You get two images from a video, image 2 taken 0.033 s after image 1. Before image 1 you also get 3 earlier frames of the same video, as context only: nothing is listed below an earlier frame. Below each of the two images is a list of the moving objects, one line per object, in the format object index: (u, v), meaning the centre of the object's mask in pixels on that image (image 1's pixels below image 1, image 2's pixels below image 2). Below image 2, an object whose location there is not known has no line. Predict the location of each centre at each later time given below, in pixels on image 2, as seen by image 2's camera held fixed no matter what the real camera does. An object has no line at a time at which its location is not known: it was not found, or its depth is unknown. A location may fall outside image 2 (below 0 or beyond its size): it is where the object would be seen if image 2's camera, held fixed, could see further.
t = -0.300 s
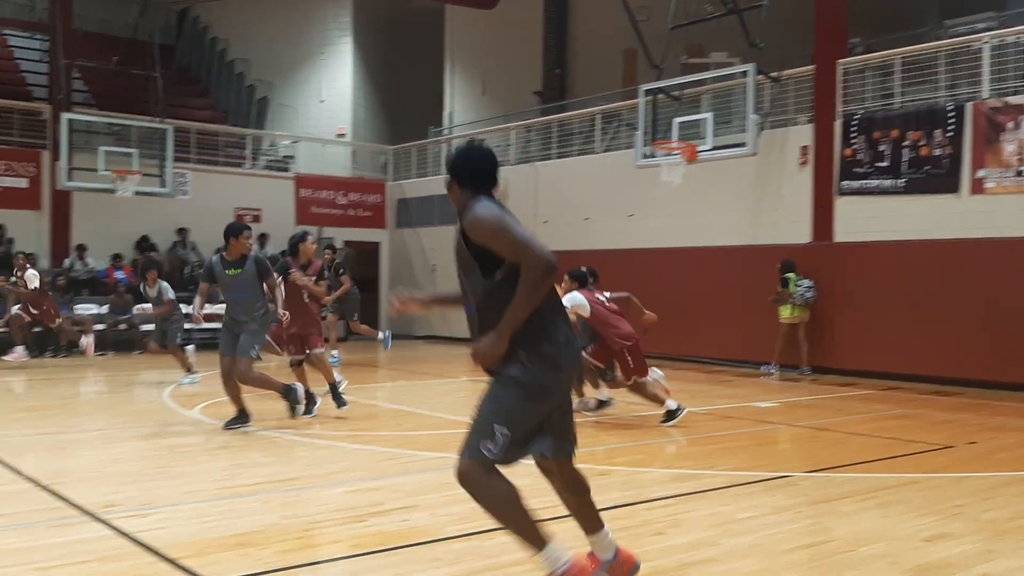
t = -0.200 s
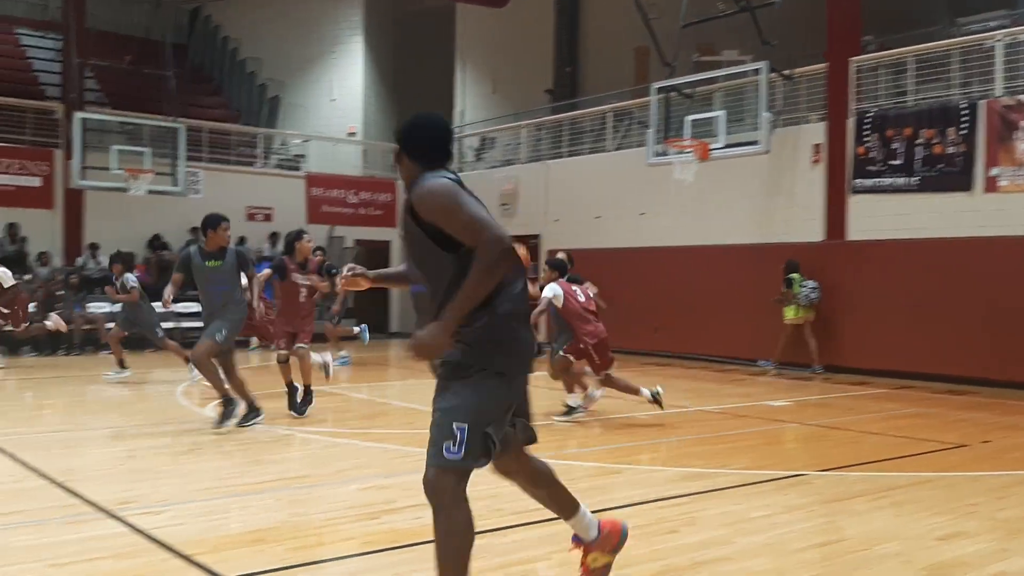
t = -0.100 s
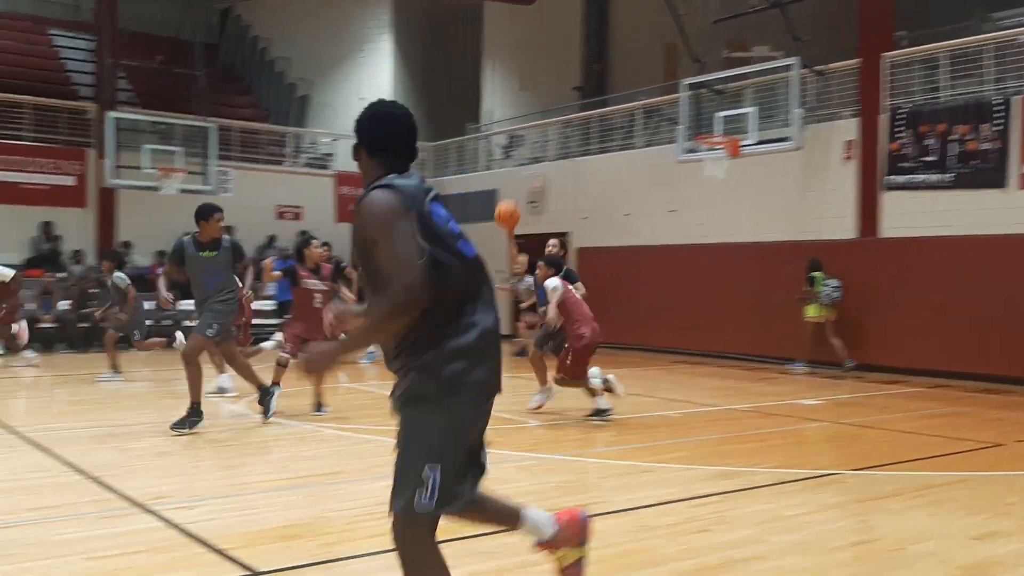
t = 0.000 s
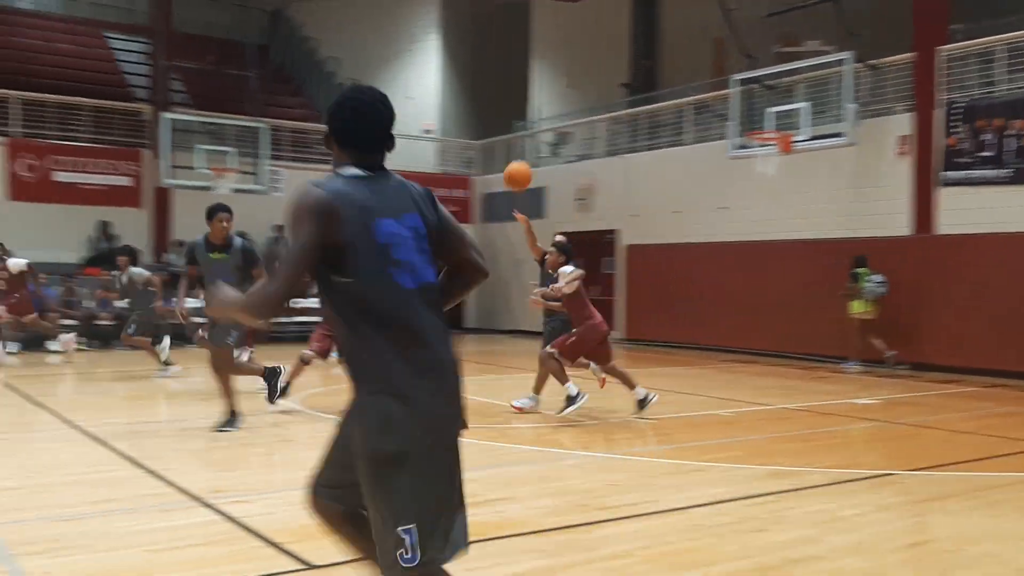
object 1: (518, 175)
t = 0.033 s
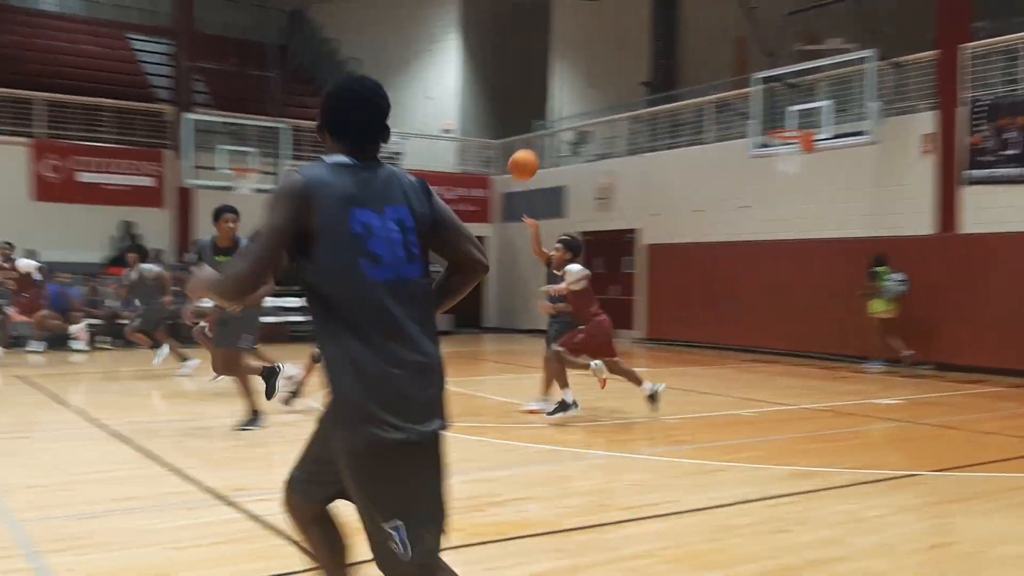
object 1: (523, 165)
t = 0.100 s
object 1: (494, 148)
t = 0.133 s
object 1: (478, 139)
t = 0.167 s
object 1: (461, 133)
